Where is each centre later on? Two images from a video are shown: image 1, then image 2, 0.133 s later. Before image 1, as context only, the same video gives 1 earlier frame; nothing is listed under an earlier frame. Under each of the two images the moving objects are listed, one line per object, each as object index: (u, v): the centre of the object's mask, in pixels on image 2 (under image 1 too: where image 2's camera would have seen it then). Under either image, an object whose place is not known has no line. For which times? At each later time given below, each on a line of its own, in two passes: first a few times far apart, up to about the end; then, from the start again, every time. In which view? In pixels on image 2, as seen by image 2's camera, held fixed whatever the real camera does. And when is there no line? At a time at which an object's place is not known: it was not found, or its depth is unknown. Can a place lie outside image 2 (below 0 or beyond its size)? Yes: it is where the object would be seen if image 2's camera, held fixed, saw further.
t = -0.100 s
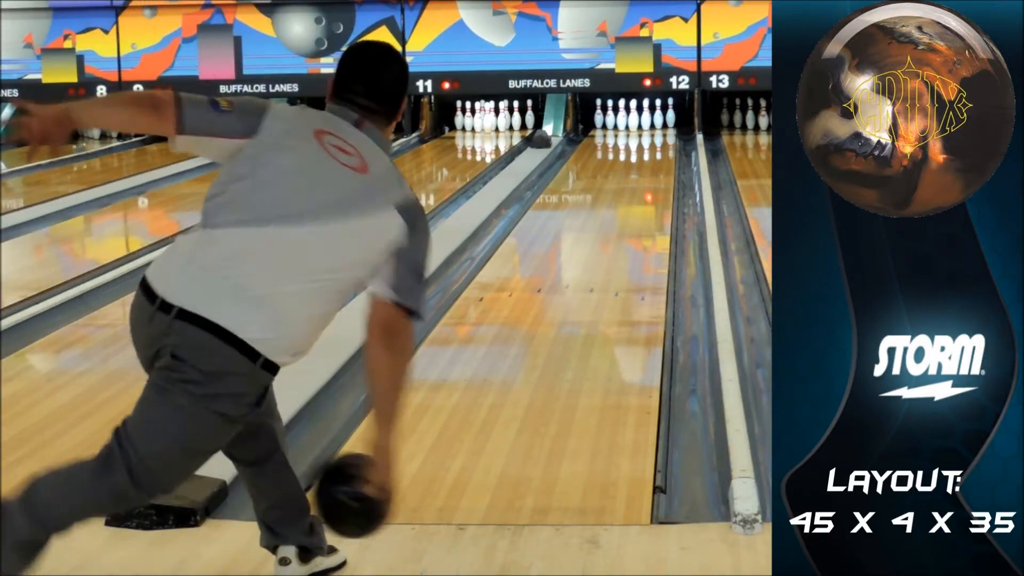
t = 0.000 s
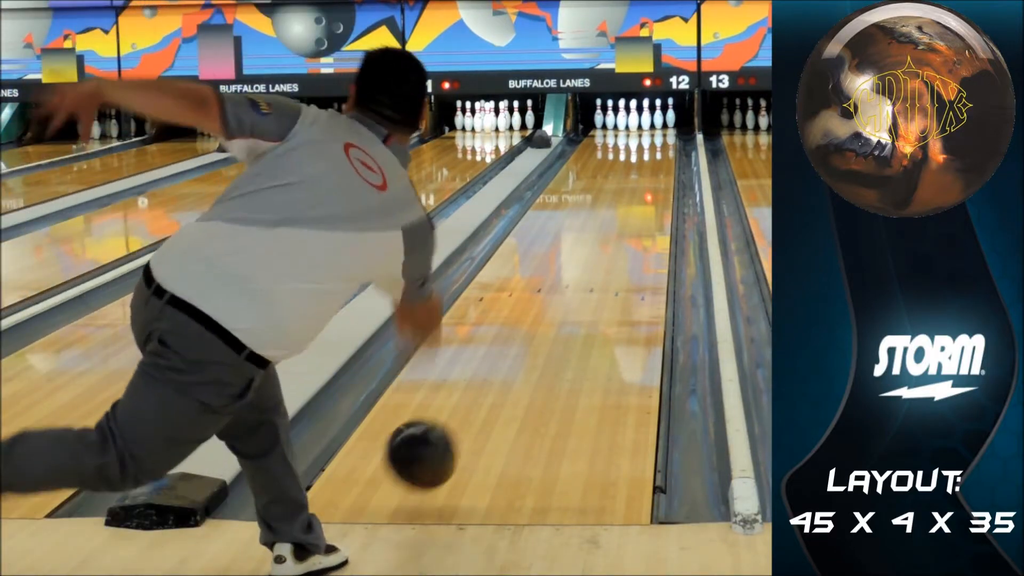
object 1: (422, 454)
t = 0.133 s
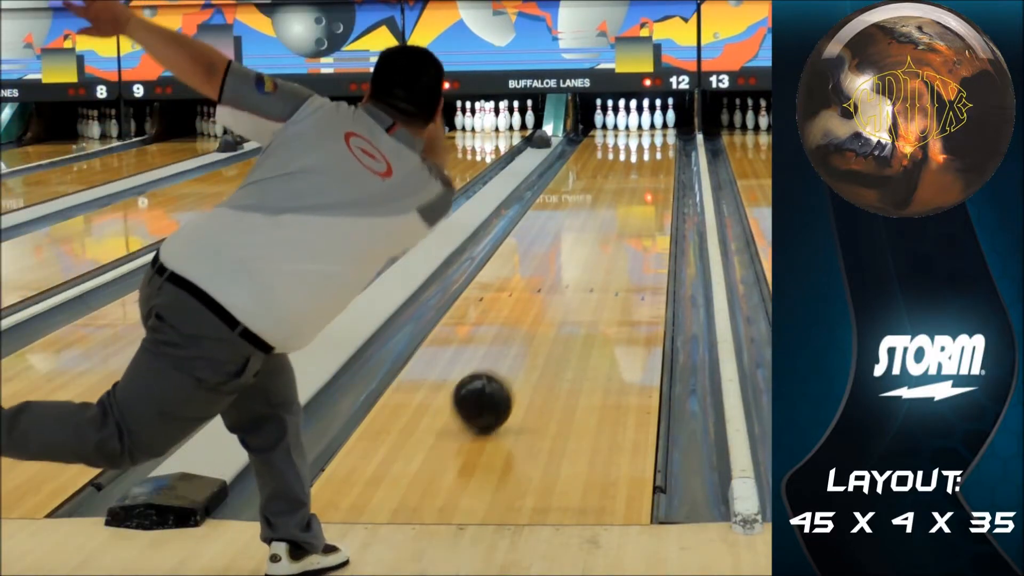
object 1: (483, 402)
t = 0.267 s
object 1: (525, 348)
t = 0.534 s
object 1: (583, 274)
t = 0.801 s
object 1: (618, 228)
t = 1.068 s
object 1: (641, 196)
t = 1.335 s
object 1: (655, 173)
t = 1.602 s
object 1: (662, 155)
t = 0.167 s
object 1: (494, 388)
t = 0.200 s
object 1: (506, 373)
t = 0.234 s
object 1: (515, 360)
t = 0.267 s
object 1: (525, 348)
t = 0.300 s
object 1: (534, 336)
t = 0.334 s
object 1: (543, 326)
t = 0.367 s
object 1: (551, 315)
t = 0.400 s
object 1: (558, 306)
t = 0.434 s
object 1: (565, 297)
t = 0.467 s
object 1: (571, 289)
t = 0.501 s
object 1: (577, 282)
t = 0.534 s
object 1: (583, 274)
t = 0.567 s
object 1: (588, 268)
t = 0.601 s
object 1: (593, 261)
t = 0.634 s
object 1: (598, 255)
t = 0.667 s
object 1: (602, 250)
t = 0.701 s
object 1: (606, 244)
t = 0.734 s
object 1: (610, 239)
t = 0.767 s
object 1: (614, 233)
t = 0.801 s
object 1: (618, 228)
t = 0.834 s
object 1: (621, 224)
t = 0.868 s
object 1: (624, 220)
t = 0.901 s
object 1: (627, 215)
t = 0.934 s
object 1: (630, 211)
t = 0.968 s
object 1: (633, 207)
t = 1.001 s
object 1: (636, 203)
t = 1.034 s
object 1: (638, 200)
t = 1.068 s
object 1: (641, 196)
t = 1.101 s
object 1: (643, 192)
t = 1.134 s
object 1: (645, 189)
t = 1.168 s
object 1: (647, 187)
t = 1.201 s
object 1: (649, 183)
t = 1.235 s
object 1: (651, 180)
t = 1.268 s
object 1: (653, 178)
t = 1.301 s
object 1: (654, 175)
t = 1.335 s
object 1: (655, 173)
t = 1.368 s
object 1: (656, 171)
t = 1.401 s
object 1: (658, 168)
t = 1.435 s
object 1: (659, 166)
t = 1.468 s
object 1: (659, 163)
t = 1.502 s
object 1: (660, 161)
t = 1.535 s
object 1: (661, 159)
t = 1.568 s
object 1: (661, 157)
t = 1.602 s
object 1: (662, 155)
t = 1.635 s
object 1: (661, 154)
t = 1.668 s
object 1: (662, 151)
